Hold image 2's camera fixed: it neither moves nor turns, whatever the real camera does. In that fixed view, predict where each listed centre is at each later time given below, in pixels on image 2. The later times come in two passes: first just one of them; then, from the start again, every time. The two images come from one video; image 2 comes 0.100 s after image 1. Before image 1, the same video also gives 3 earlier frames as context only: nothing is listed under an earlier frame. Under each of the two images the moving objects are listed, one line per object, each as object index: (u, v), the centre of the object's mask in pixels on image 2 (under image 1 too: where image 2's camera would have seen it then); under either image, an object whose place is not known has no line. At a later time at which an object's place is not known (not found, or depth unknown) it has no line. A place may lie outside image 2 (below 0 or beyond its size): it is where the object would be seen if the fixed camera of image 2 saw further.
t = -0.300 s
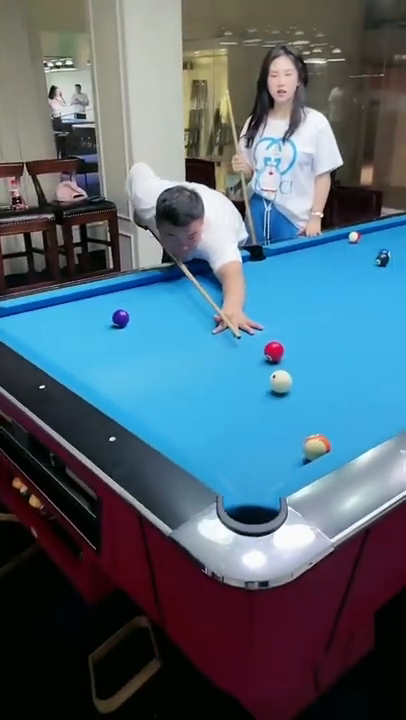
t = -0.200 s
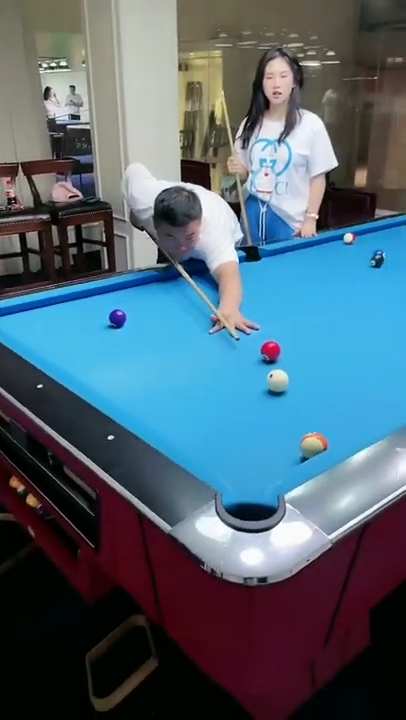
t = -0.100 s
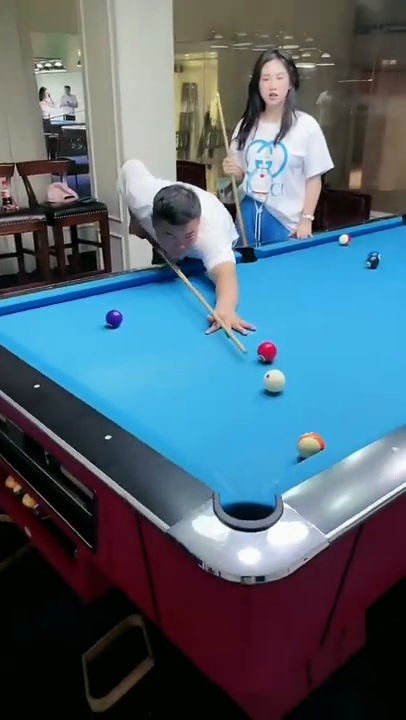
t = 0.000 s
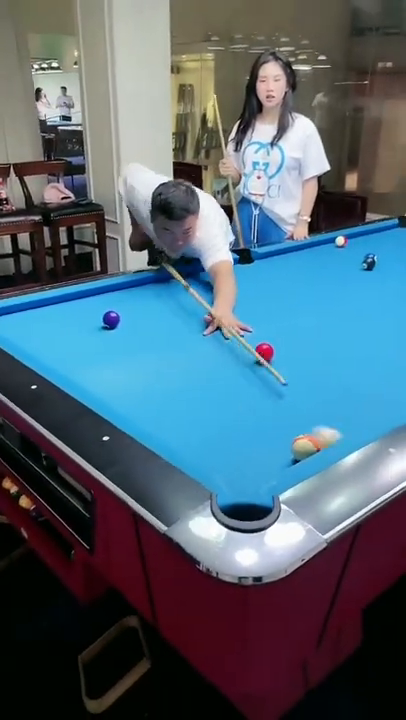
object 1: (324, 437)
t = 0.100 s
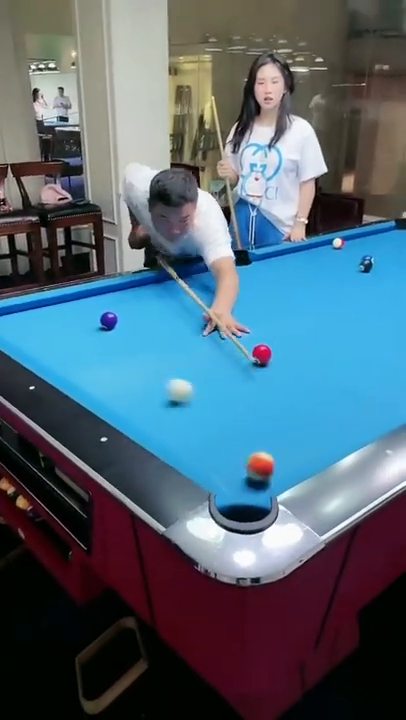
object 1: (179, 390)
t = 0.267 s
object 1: (24, 336)
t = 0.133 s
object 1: (141, 377)
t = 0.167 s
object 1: (108, 365)
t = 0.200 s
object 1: (77, 355)
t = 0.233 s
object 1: (49, 345)
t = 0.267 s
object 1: (24, 336)
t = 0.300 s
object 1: (7, 328)
